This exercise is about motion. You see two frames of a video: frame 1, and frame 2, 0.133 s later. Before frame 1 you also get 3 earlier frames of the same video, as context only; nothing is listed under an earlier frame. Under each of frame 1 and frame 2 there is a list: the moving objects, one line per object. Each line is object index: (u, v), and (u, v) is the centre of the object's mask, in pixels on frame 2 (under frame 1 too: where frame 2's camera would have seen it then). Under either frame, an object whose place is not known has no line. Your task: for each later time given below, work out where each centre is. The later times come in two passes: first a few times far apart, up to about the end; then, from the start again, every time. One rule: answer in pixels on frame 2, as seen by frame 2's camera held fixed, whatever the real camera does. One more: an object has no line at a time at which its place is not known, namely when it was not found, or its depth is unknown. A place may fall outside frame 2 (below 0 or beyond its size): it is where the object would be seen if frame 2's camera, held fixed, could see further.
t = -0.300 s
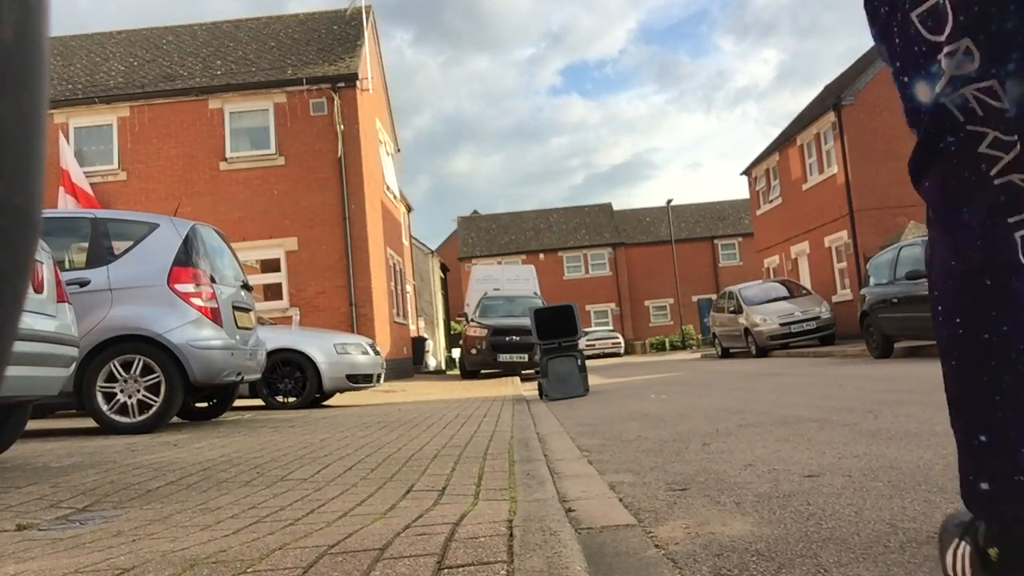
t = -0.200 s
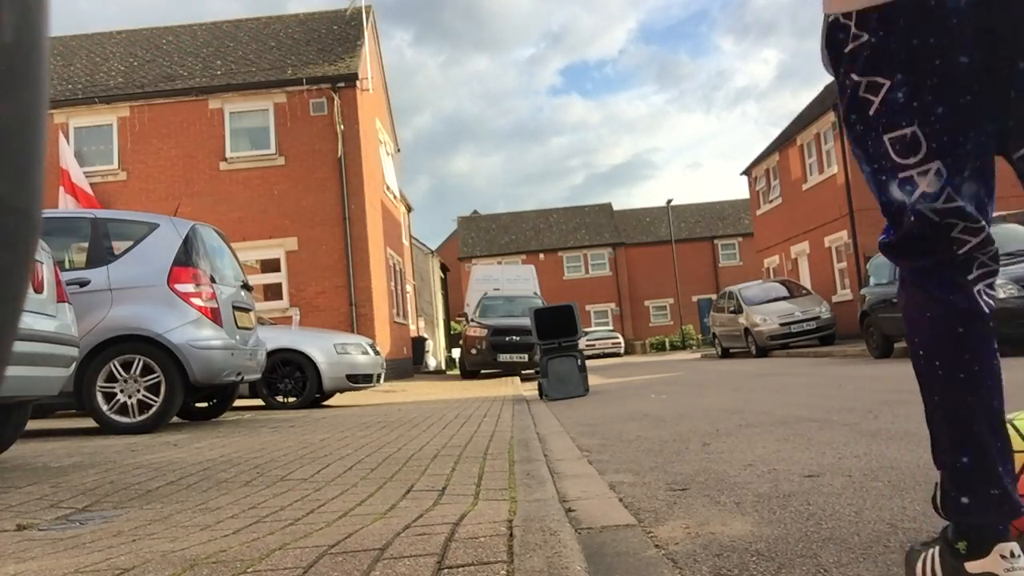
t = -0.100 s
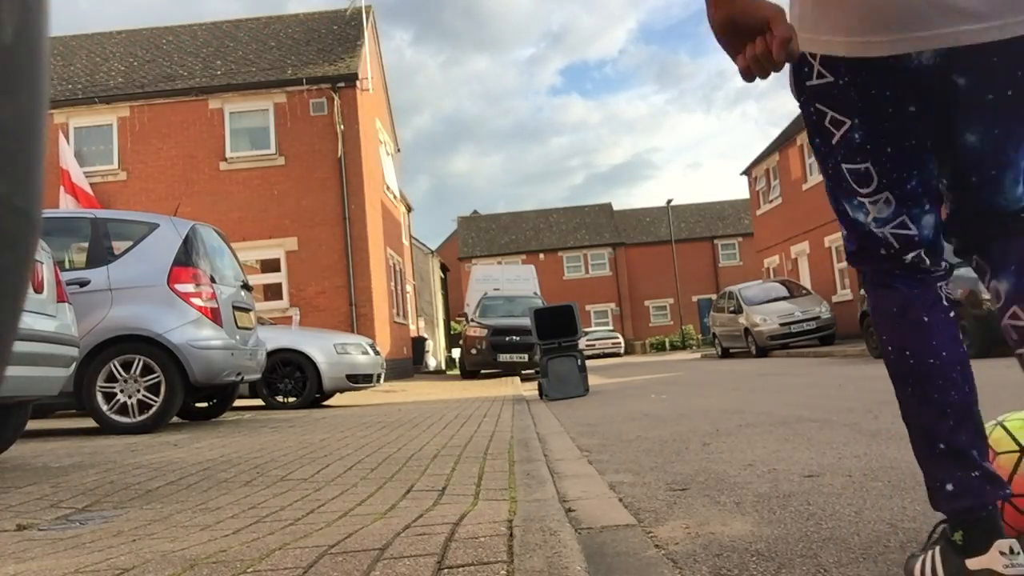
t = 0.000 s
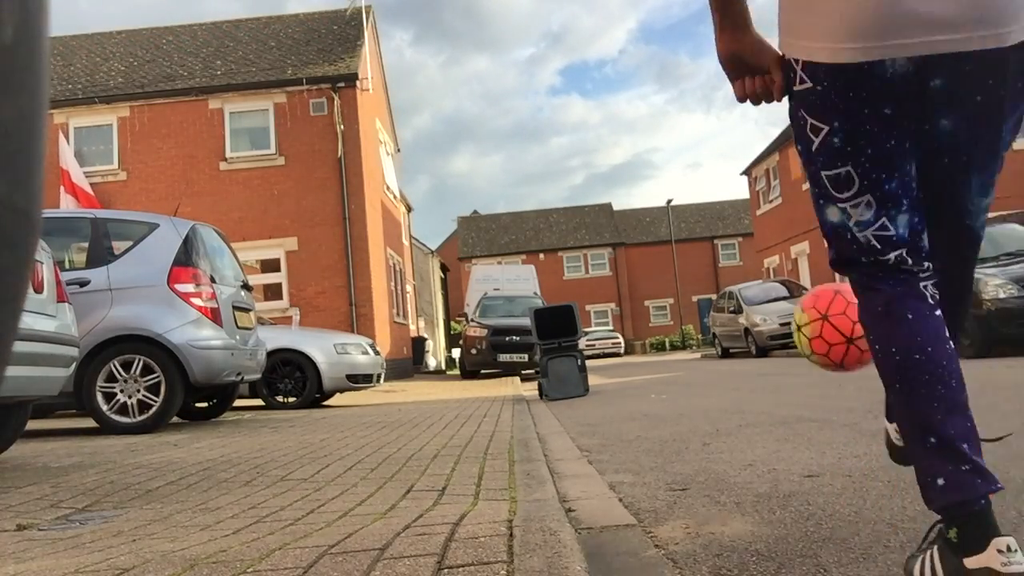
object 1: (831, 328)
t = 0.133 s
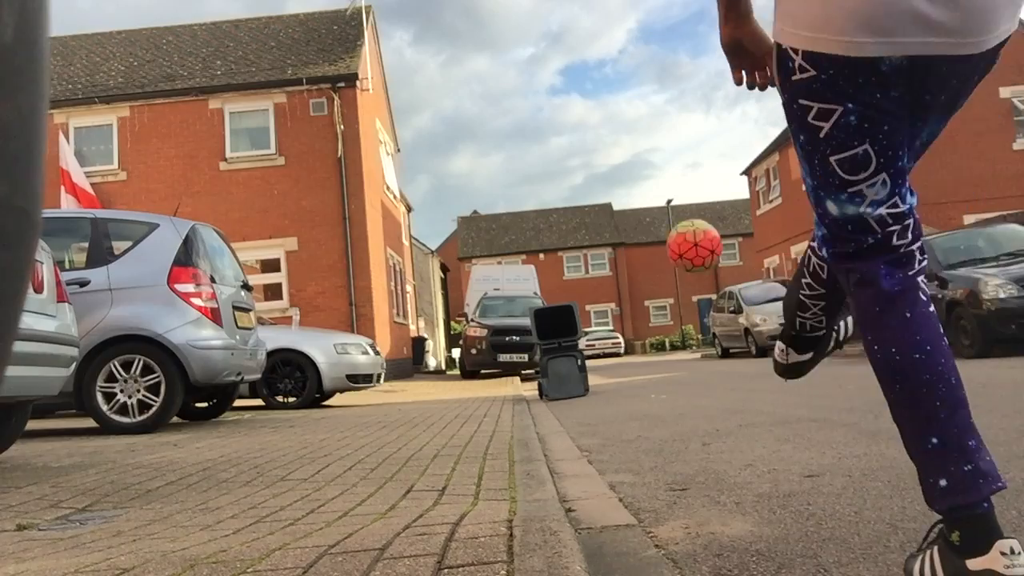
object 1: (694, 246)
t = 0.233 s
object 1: (644, 237)
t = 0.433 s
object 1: (591, 265)
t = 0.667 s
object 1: (558, 326)
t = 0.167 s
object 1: (675, 240)
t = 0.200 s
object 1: (658, 238)
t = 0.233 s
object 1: (644, 237)
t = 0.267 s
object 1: (632, 240)
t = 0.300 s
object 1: (621, 242)
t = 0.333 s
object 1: (612, 246)
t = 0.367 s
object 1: (603, 252)
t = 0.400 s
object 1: (597, 258)
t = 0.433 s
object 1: (591, 265)
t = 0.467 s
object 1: (585, 272)
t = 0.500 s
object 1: (578, 281)
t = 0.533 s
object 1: (573, 288)
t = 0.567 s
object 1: (569, 296)
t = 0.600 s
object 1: (565, 307)
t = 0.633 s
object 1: (561, 317)
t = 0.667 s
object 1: (558, 326)
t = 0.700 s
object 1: (553, 334)
